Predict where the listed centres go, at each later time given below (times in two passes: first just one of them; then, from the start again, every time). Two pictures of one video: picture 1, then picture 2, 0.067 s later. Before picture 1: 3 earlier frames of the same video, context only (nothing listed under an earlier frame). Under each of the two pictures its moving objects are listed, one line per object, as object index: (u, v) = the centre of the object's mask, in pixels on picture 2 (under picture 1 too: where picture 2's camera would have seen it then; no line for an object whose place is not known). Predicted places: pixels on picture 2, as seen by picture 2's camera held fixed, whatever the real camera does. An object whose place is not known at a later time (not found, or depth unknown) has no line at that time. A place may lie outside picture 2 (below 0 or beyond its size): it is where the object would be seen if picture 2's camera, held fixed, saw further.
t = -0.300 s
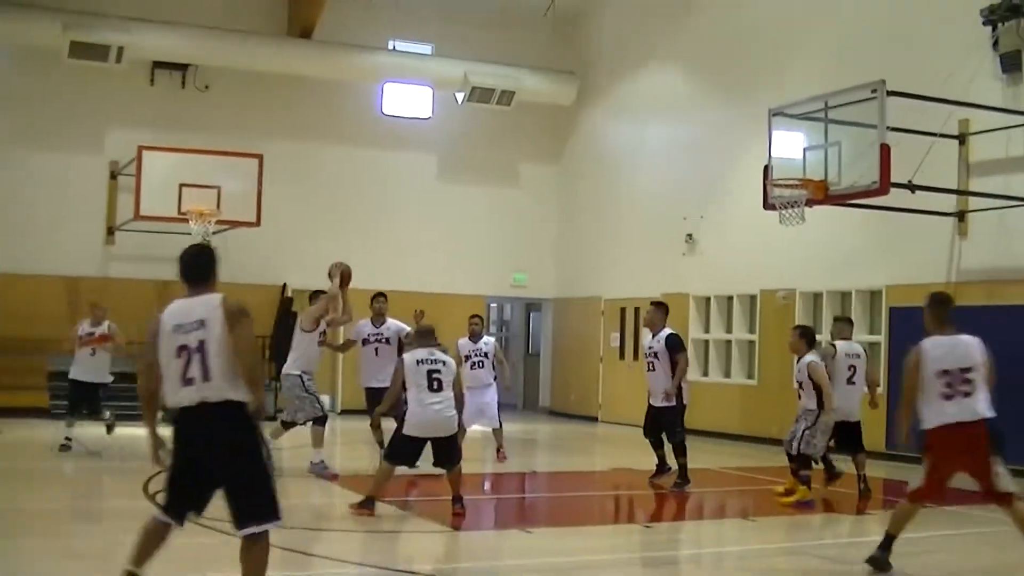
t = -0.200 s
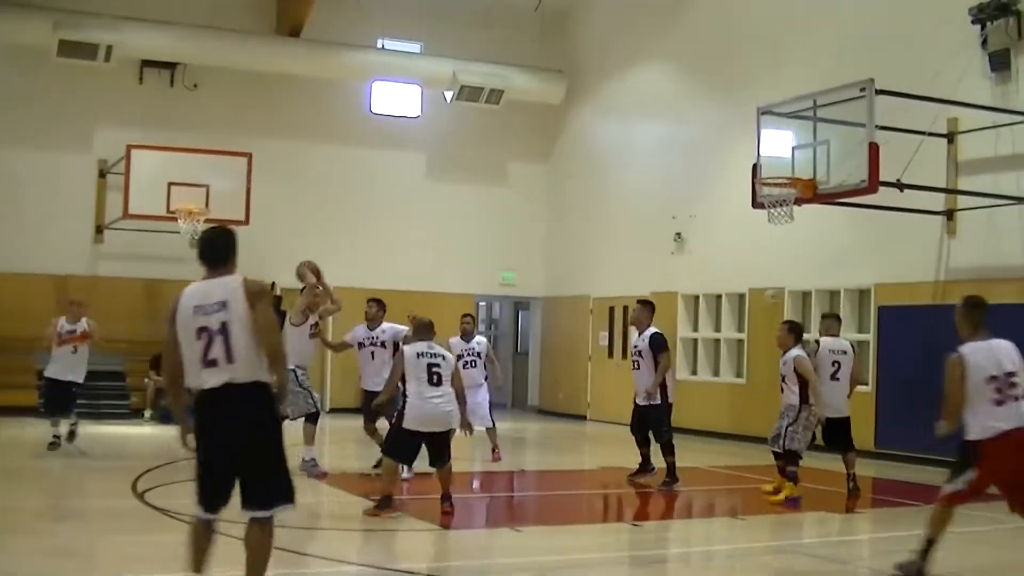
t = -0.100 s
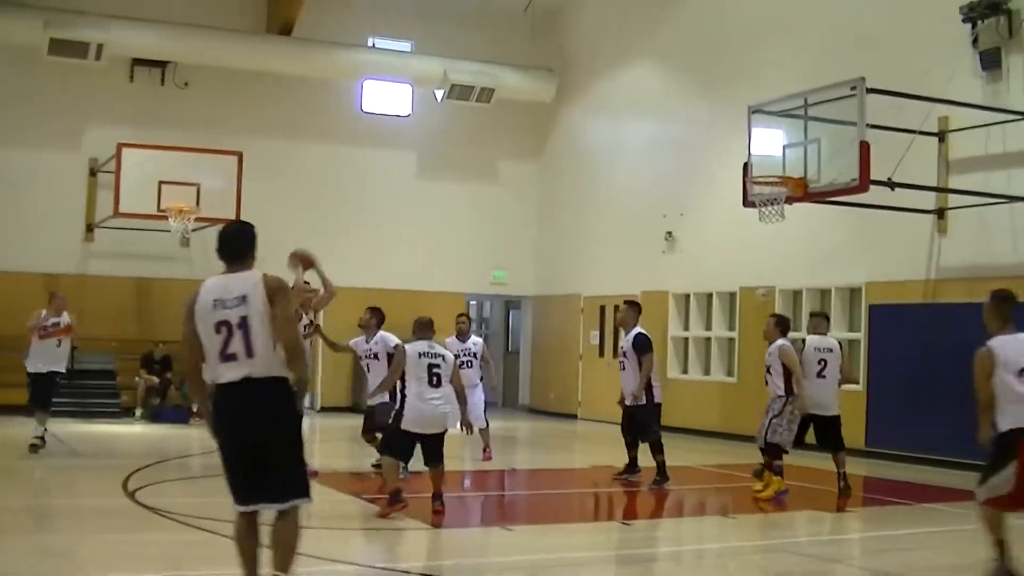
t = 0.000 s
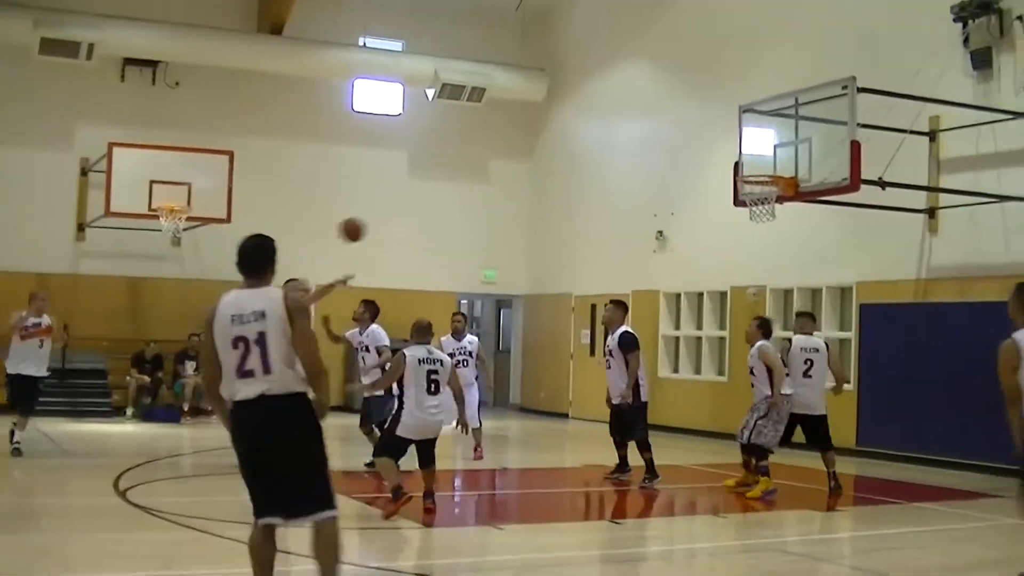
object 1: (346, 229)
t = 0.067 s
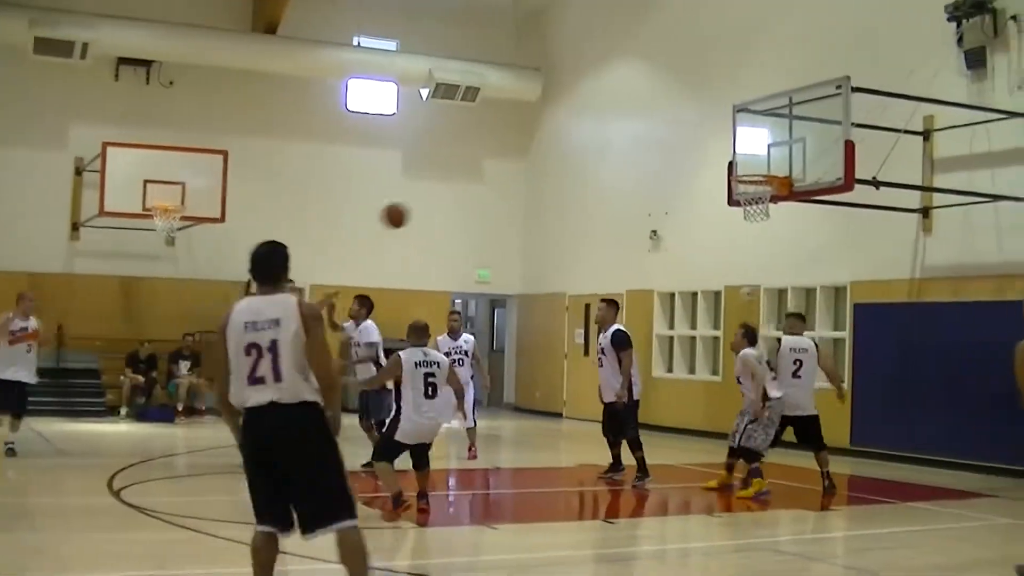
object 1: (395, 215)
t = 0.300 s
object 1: (599, 201)
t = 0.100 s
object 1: (420, 210)
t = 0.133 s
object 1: (448, 206)
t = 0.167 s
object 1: (476, 203)
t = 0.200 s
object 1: (504, 201)
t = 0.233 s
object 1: (535, 200)
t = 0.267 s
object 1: (567, 200)
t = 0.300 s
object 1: (599, 201)
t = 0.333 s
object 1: (633, 203)
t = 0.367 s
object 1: (667, 207)
